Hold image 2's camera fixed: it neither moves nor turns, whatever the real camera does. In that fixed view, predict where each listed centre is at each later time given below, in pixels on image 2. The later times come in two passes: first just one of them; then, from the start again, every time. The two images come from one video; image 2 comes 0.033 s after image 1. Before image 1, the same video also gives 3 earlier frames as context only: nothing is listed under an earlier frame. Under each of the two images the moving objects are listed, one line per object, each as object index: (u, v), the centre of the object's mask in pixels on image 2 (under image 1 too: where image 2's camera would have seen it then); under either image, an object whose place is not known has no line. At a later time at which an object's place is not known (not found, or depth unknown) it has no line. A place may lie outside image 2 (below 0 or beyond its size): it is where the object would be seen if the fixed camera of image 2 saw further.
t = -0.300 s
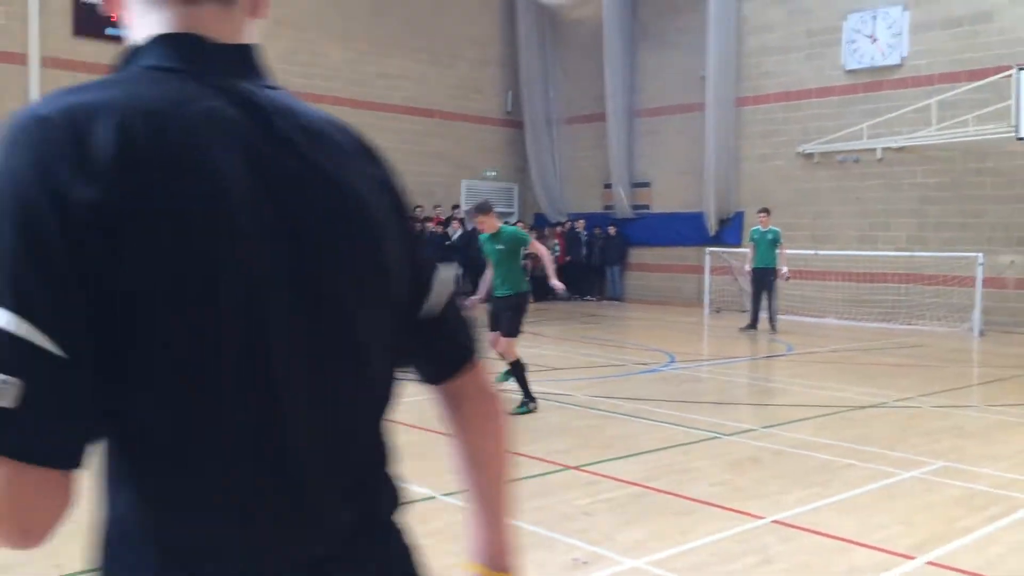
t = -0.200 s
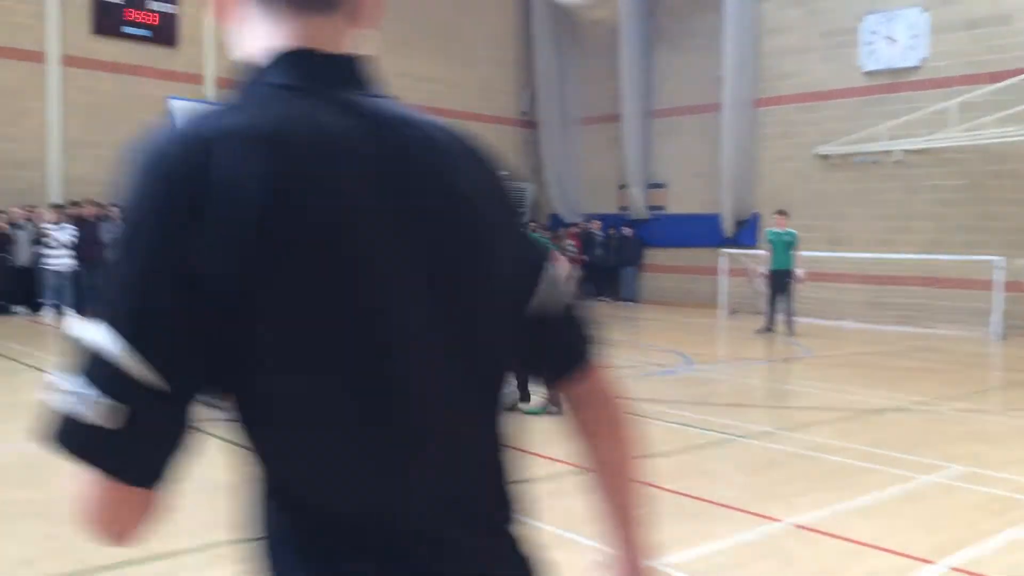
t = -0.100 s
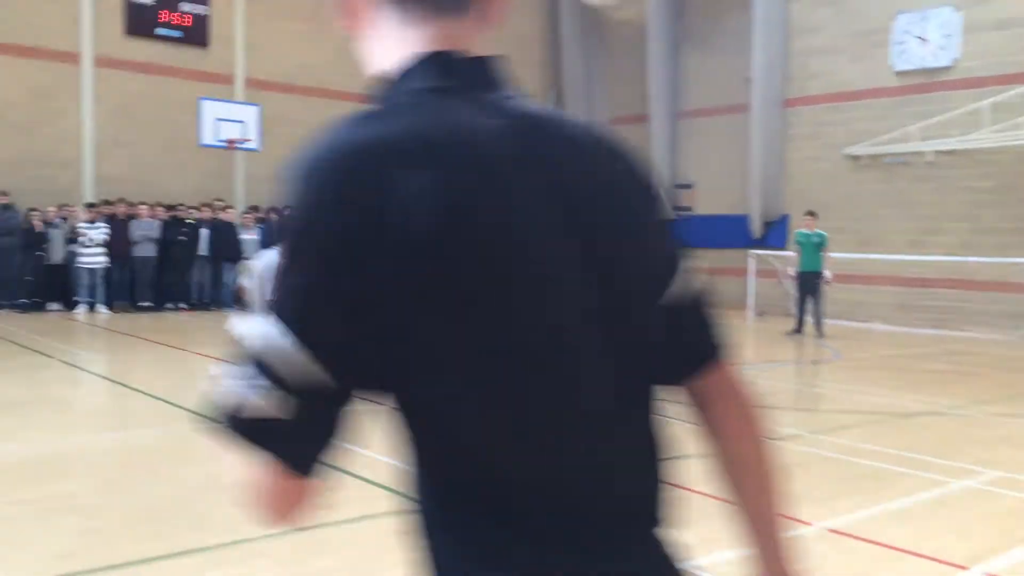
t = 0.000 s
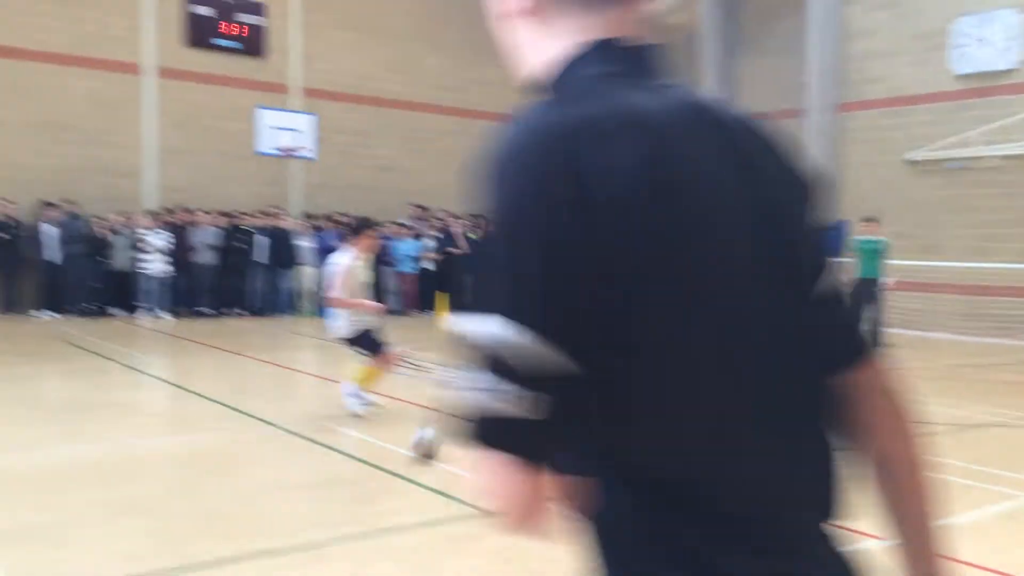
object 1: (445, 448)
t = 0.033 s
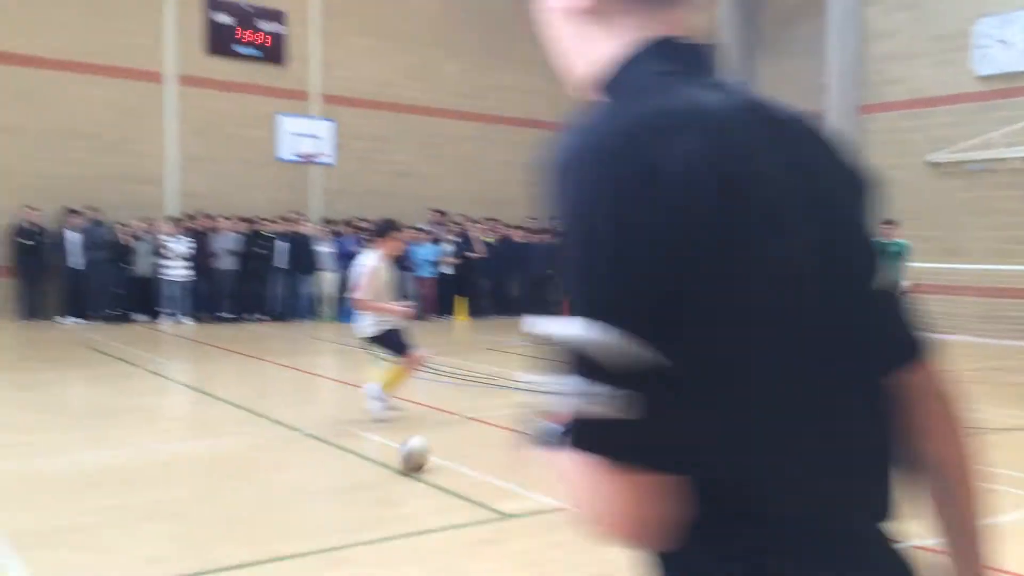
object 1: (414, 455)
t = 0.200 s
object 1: (219, 499)
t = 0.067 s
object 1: (379, 461)
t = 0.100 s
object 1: (340, 472)
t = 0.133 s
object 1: (302, 479)
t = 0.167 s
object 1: (261, 488)
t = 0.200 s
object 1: (219, 499)
